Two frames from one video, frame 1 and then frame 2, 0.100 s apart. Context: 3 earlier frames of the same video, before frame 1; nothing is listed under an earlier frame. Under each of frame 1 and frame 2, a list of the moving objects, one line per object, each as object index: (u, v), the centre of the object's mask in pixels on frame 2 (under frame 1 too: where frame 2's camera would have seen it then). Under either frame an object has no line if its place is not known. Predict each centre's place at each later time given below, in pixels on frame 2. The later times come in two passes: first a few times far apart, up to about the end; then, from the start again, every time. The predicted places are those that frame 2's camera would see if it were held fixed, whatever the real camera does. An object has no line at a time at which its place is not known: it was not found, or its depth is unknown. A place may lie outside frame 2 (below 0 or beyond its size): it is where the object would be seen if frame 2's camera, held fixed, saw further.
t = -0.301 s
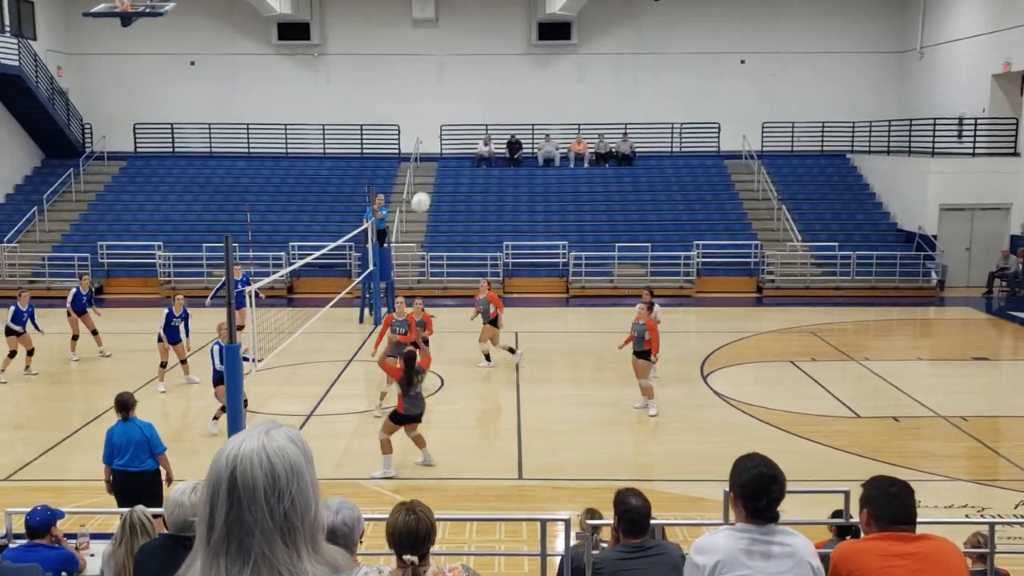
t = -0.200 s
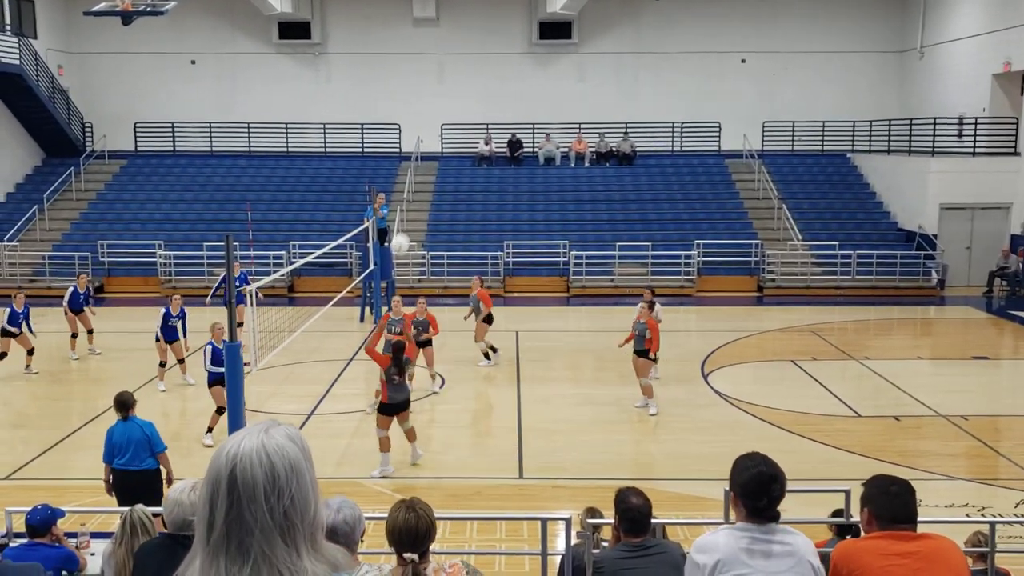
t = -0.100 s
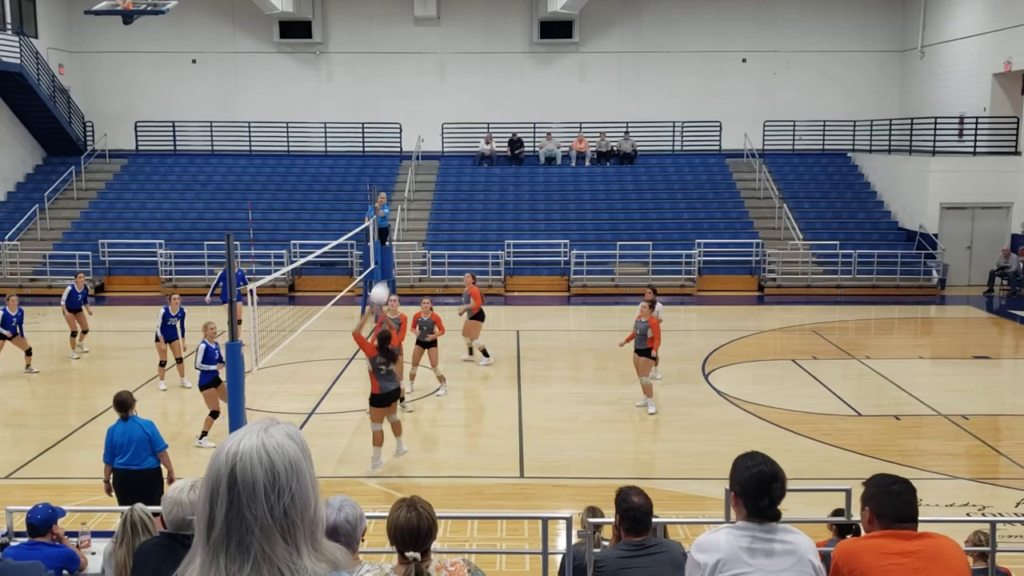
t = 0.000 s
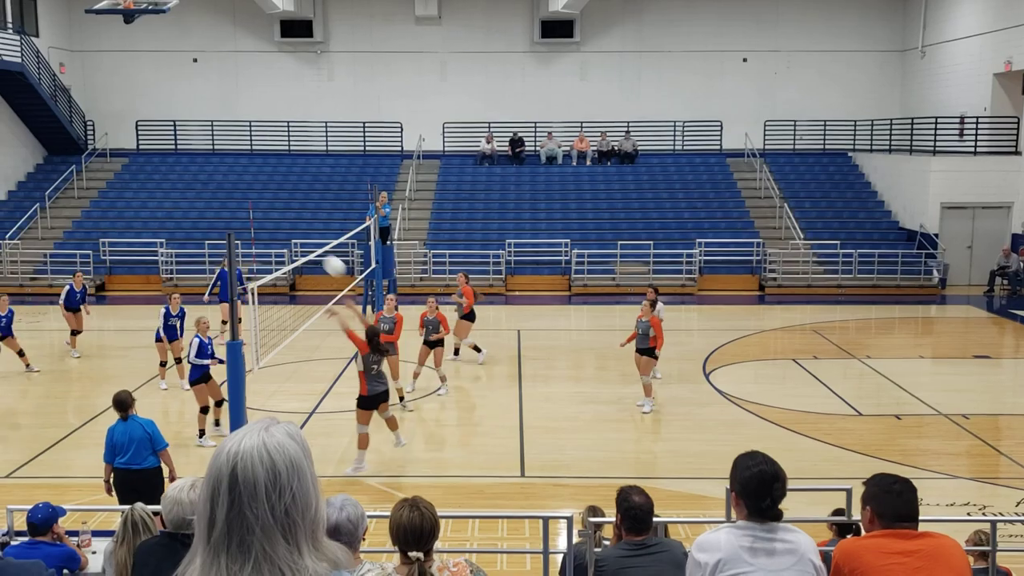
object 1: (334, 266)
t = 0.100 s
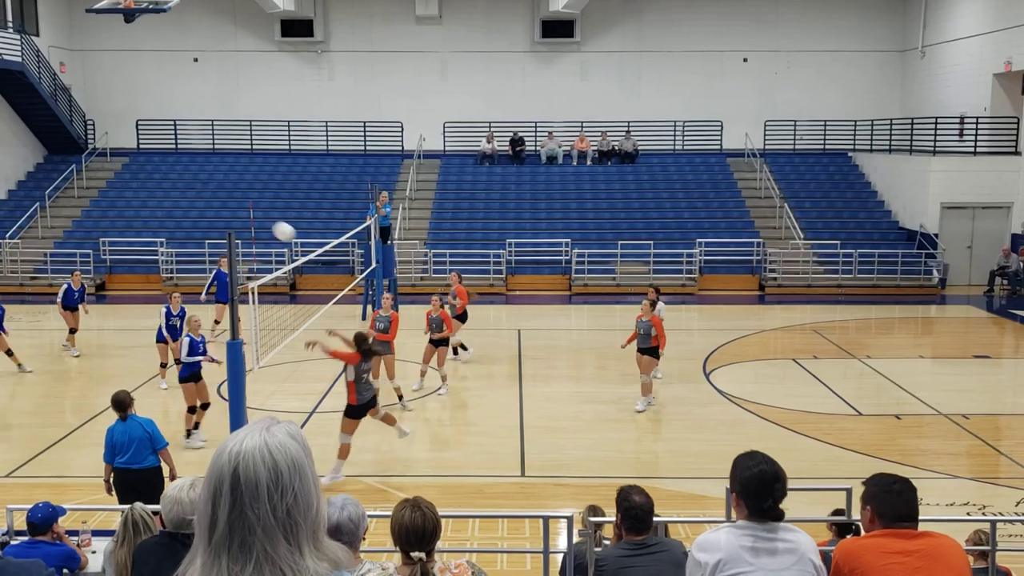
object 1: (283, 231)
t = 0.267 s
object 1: (206, 196)
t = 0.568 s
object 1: (91, 191)
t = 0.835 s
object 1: (15, 237)
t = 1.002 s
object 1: (-24, 282)
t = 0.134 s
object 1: (268, 223)
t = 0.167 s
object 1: (252, 214)
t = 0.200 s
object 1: (236, 208)
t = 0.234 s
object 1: (221, 202)
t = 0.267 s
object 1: (206, 196)
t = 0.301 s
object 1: (192, 193)
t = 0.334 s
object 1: (178, 189)
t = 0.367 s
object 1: (164, 187)
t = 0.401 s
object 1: (150, 185)
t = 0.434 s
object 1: (138, 185)
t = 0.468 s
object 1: (126, 185)
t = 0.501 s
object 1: (114, 186)
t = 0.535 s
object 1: (103, 188)
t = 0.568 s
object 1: (91, 191)
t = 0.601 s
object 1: (81, 195)
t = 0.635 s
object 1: (70, 199)
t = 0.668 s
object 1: (60, 204)
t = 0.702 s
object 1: (51, 210)
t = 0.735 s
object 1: (41, 216)
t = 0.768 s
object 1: (31, 222)
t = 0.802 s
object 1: (23, 229)
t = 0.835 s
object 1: (15, 237)
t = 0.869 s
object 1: (6, 245)
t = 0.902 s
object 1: (-2, 254)
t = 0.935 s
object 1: (-10, 262)
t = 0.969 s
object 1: (-17, 271)
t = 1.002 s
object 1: (-24, 282)
